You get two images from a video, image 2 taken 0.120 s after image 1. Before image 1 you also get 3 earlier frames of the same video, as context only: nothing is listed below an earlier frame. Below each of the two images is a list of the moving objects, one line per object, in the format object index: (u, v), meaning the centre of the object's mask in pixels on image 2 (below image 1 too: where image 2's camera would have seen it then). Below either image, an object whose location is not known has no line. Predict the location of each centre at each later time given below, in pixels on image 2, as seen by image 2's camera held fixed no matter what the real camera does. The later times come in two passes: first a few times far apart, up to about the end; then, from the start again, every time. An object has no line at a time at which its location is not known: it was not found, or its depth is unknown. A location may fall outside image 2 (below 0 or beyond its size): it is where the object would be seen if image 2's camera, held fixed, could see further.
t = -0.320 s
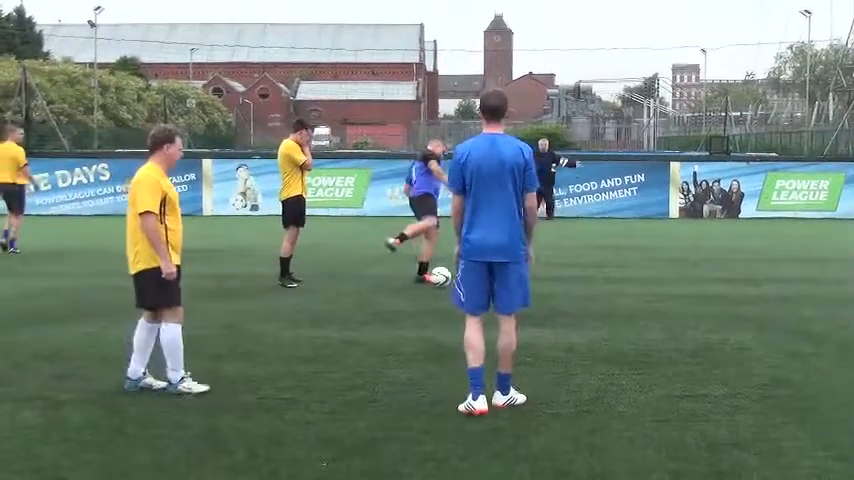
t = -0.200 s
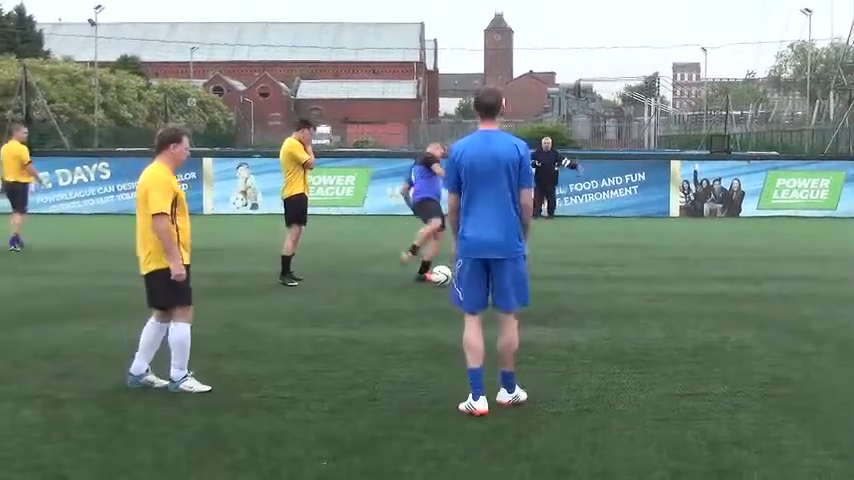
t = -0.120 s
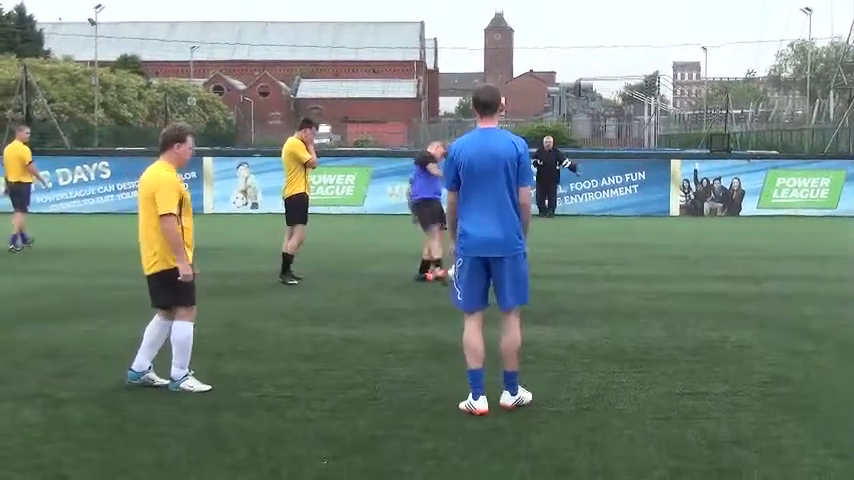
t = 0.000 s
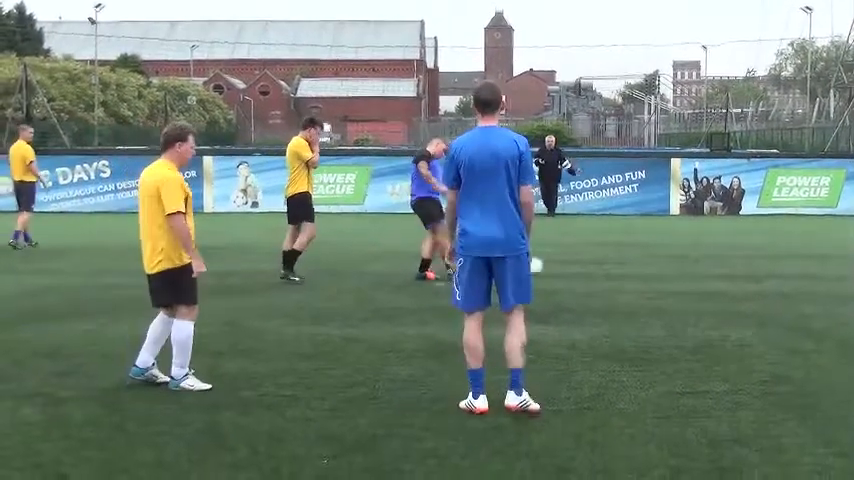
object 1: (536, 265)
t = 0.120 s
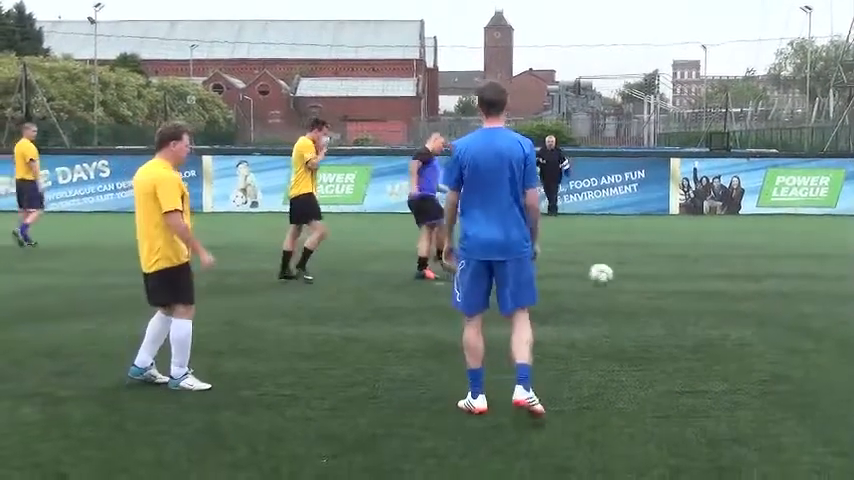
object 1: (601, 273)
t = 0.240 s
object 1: (661, 271)
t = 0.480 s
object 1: (765, 276)
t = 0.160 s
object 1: (623, 277)
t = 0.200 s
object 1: (642, 273)
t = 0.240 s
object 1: (661, 271)
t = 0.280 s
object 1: (680, 271)
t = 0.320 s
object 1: (698, 273)
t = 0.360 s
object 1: (714, 276)
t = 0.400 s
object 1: (734, 279)
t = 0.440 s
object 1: (749, 277)
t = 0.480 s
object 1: (765, 276)
